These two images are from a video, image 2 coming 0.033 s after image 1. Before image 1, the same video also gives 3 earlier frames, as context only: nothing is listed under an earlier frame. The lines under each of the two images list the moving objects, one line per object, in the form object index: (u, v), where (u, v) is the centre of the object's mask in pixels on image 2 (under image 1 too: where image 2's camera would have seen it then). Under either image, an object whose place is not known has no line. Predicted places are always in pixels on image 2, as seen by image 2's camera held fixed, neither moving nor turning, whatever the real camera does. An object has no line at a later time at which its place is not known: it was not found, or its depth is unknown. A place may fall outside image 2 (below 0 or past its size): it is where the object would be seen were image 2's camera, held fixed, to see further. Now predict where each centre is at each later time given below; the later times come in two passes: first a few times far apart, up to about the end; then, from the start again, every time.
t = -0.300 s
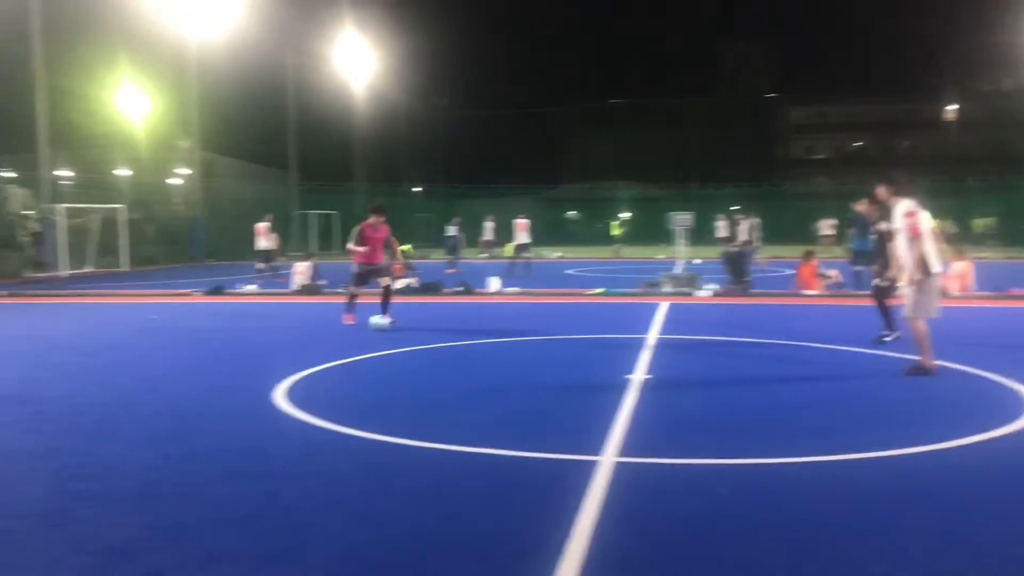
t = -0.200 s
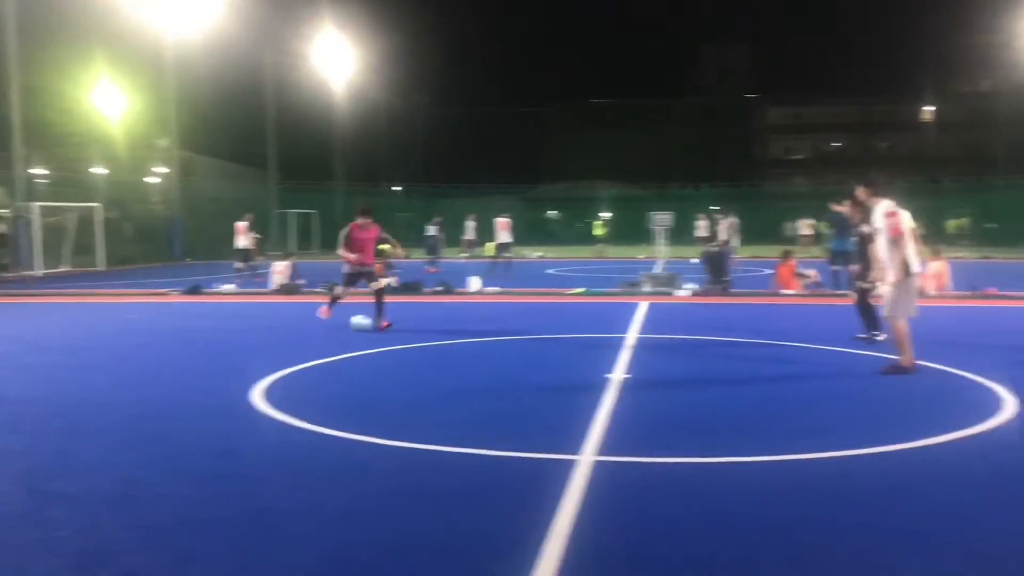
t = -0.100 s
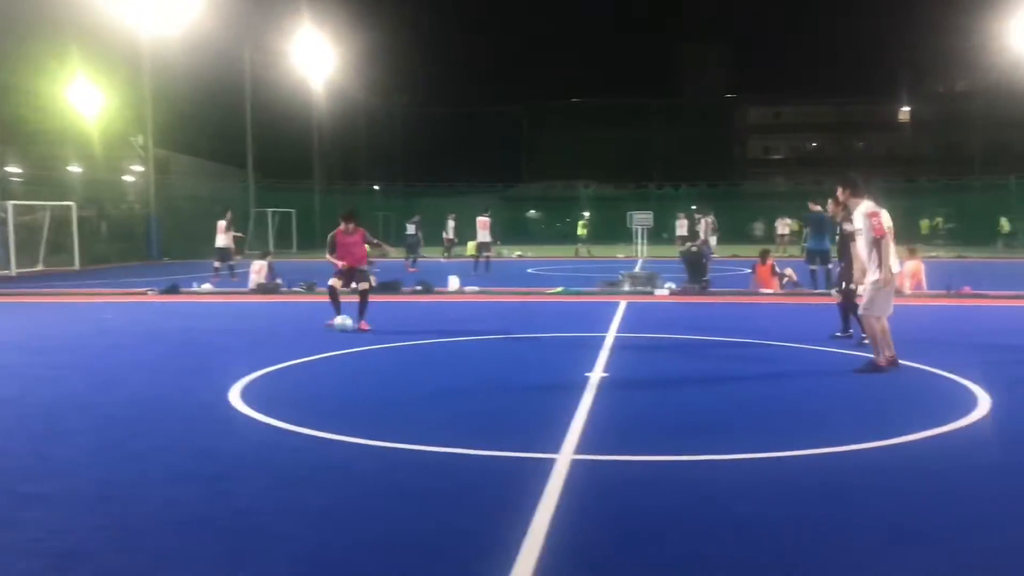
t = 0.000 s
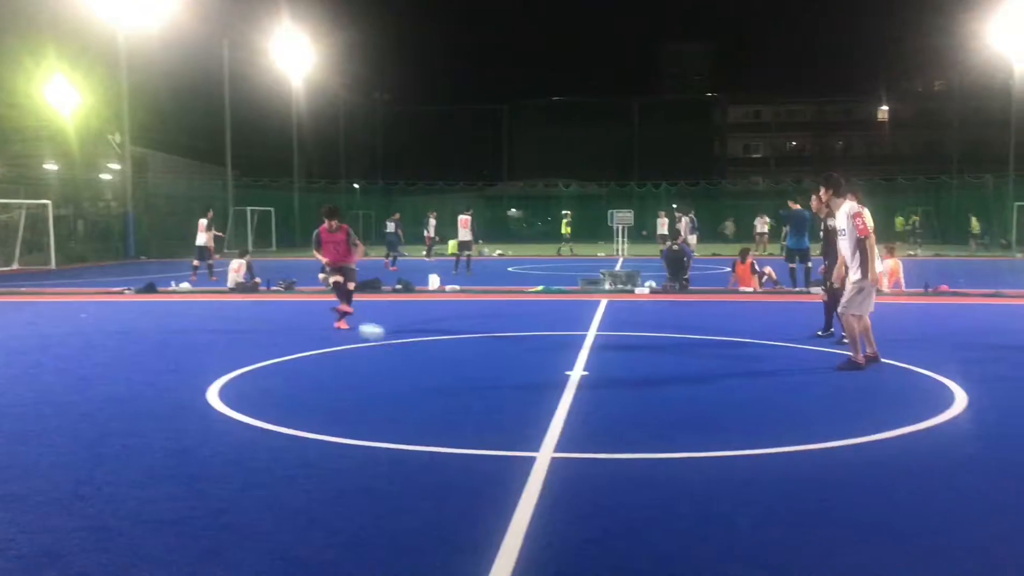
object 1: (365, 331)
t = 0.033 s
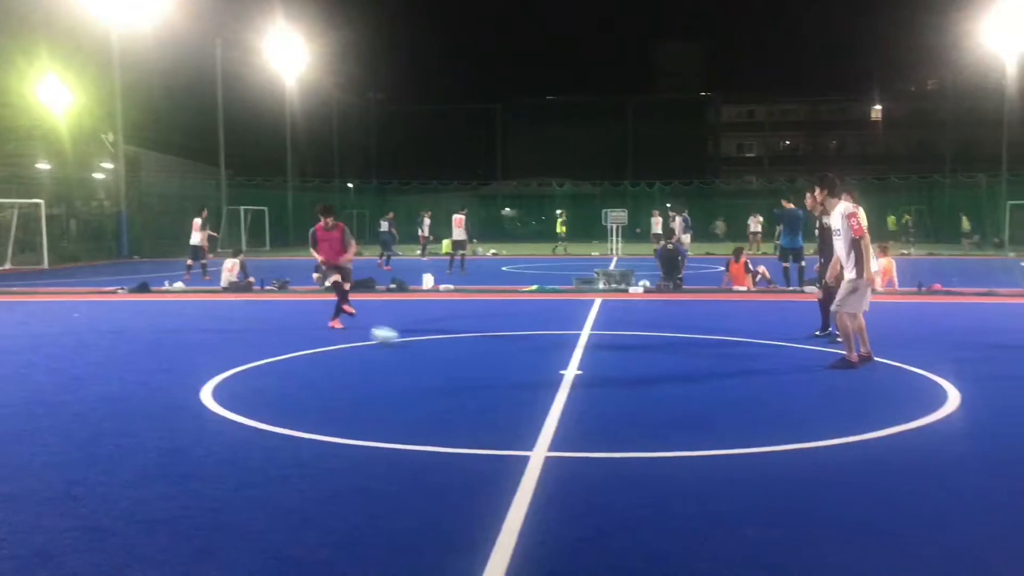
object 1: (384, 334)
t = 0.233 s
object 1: (524, 365)
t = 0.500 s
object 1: (835, 439)
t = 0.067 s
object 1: (404, 339)
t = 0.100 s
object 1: (425, 344)
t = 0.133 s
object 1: (446, 349)
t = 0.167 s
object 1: (470, 353)
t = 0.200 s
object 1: (496, 358)
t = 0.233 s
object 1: (524, 365)
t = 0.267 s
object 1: (550, 370)
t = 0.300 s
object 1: (587, 379)
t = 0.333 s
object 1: (618, 387)
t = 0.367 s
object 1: (654, 395)
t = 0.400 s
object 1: (691, 403)
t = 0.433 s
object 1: (733, 414)
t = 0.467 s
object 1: (780, 429)
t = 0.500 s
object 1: (835, 439)
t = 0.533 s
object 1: (897, 455)
